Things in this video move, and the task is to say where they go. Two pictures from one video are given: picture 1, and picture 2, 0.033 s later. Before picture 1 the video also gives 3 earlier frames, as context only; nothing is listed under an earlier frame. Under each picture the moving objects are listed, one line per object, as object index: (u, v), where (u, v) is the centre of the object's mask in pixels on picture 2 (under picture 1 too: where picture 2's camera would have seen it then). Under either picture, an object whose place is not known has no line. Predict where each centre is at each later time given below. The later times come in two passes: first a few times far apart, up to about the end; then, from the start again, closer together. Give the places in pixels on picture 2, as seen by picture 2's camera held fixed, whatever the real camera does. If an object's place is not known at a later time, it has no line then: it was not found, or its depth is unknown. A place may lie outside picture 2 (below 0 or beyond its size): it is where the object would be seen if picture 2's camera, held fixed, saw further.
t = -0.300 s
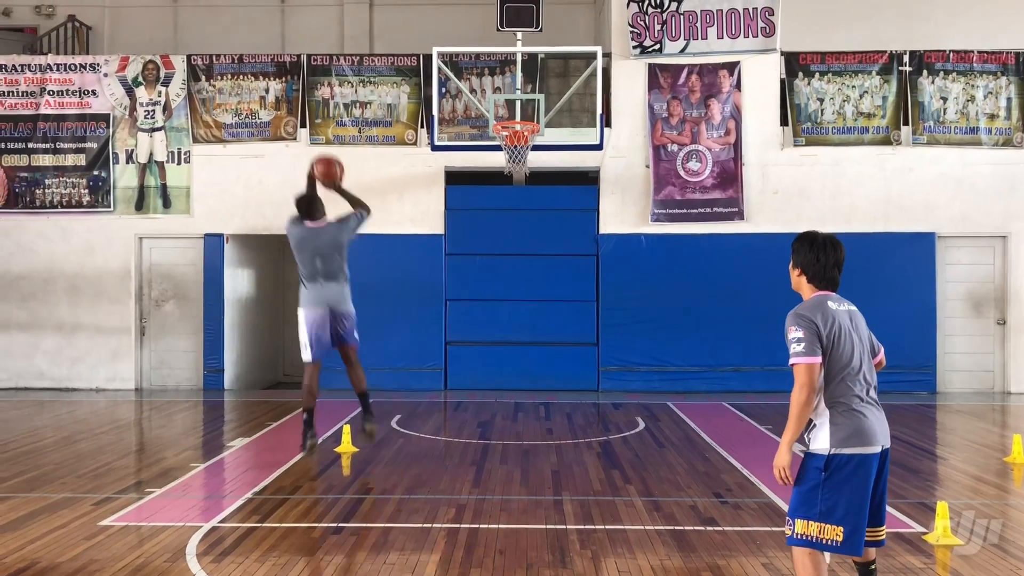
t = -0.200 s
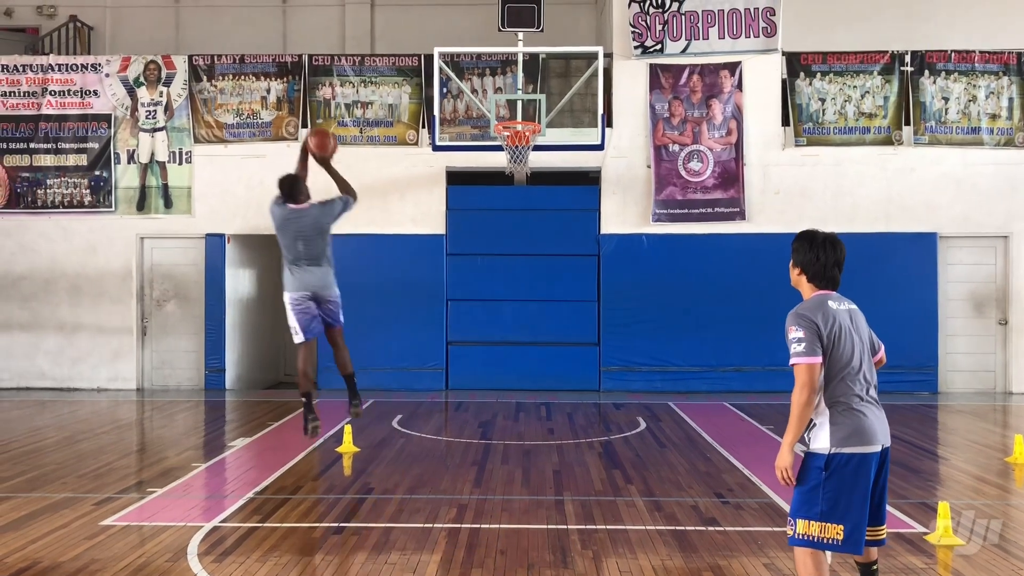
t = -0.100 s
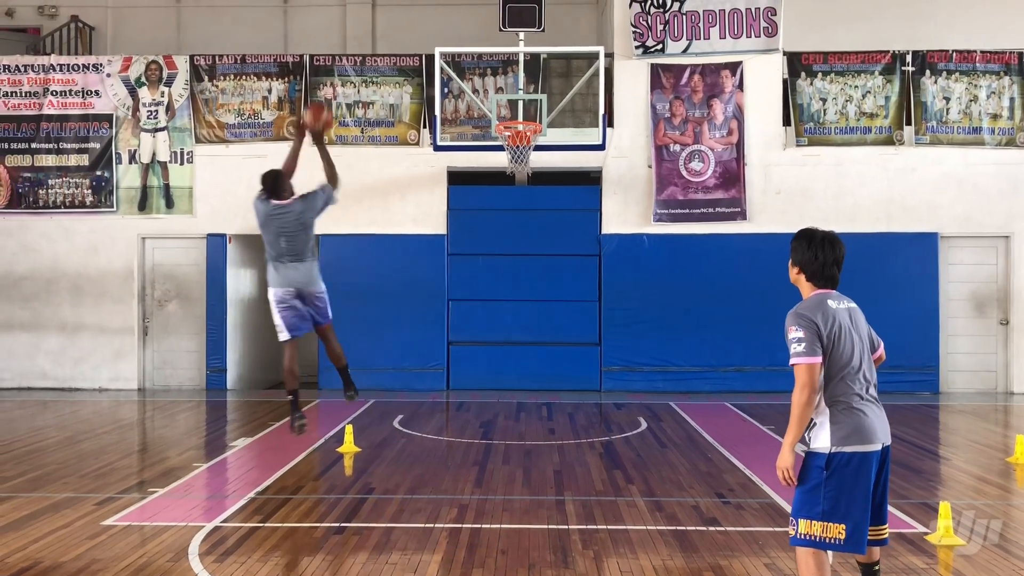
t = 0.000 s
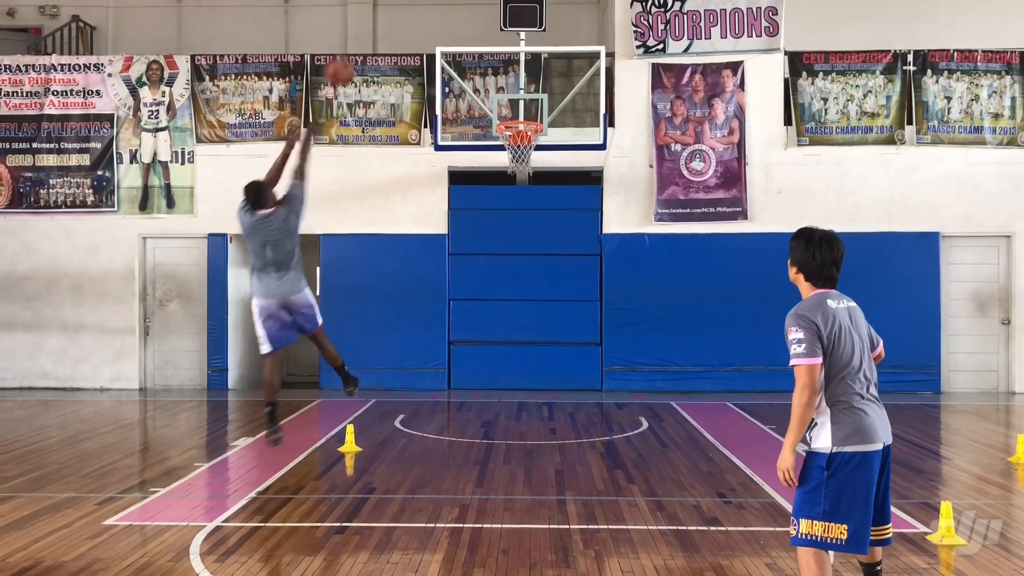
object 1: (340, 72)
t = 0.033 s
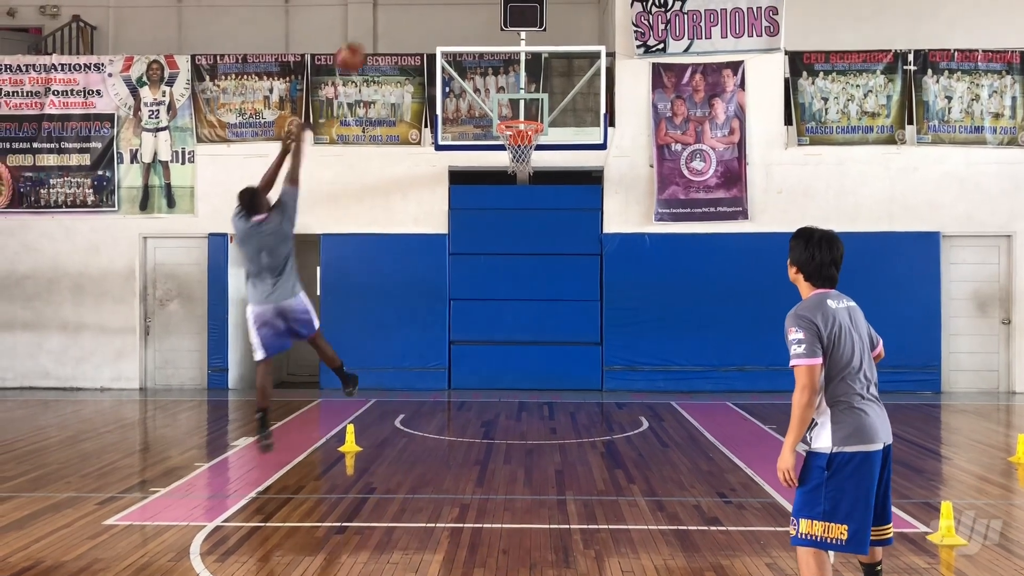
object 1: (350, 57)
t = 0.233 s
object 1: (405, 12)
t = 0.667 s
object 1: (503, 61)
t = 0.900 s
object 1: (526, 137)
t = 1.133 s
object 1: (498, 163)
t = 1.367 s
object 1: (485, 216)
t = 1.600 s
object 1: (473, 321)
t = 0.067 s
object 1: (361, 45)
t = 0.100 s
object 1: (370, 36)
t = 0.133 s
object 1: (379, 27)
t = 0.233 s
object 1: (405, 12)
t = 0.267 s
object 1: (414, 10)
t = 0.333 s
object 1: (430, 9)
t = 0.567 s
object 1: (482, 33)
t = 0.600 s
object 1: (488, 40)
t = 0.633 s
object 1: (495, 50)
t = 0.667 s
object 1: (503, 61)
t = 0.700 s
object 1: (509, 72)
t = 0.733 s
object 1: (515, 82)
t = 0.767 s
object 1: (520, 95)
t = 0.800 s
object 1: (526, 108)
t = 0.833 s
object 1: (531, 117)
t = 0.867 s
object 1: (528, 133)
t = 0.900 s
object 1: (526, 137)
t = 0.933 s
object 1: (515, 147)
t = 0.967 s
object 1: (521, 151)
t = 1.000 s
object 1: (509, 158)
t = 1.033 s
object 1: (503, 154)
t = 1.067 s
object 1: (501, 155)
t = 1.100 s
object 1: (500, 160)
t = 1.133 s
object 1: (498, 163)
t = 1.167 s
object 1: (496, 167)
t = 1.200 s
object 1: (494, 173)
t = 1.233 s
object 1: (493, 179)
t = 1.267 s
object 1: (491, 187)
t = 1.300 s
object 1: (489, 196)
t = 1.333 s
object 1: (487, 205)
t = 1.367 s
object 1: (485, 216)
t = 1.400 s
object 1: (483, 228)
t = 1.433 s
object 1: (481, 240)
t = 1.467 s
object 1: (479, 254)
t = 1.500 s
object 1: (477, 269)
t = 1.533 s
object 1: (476, 285)
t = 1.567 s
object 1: (474, 303)
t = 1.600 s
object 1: (473, 321)
